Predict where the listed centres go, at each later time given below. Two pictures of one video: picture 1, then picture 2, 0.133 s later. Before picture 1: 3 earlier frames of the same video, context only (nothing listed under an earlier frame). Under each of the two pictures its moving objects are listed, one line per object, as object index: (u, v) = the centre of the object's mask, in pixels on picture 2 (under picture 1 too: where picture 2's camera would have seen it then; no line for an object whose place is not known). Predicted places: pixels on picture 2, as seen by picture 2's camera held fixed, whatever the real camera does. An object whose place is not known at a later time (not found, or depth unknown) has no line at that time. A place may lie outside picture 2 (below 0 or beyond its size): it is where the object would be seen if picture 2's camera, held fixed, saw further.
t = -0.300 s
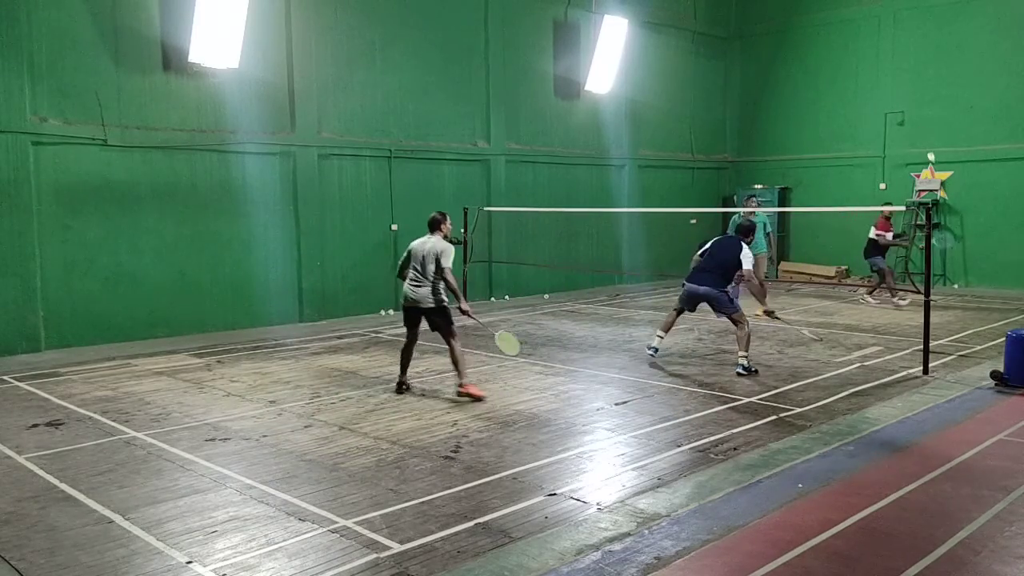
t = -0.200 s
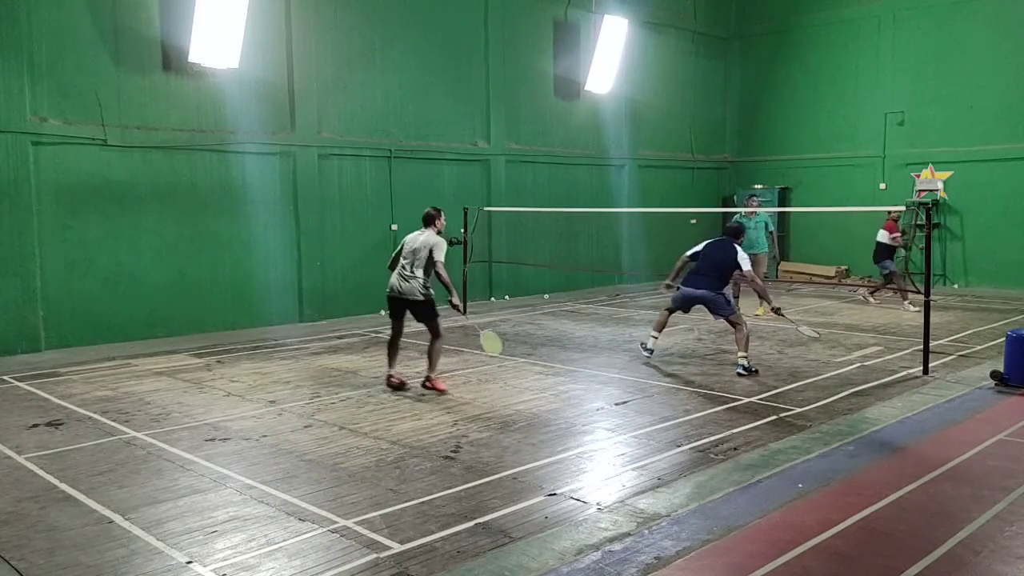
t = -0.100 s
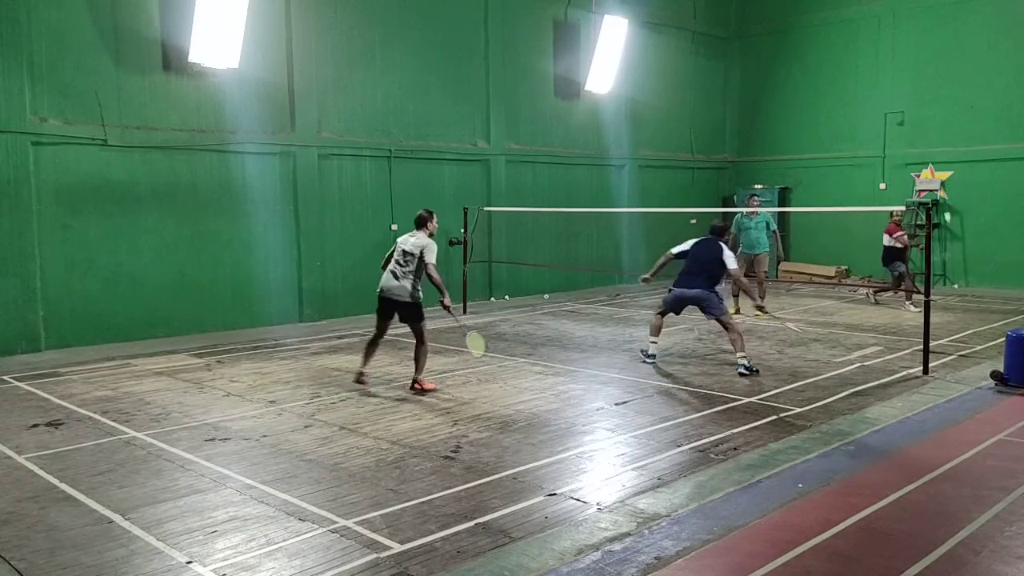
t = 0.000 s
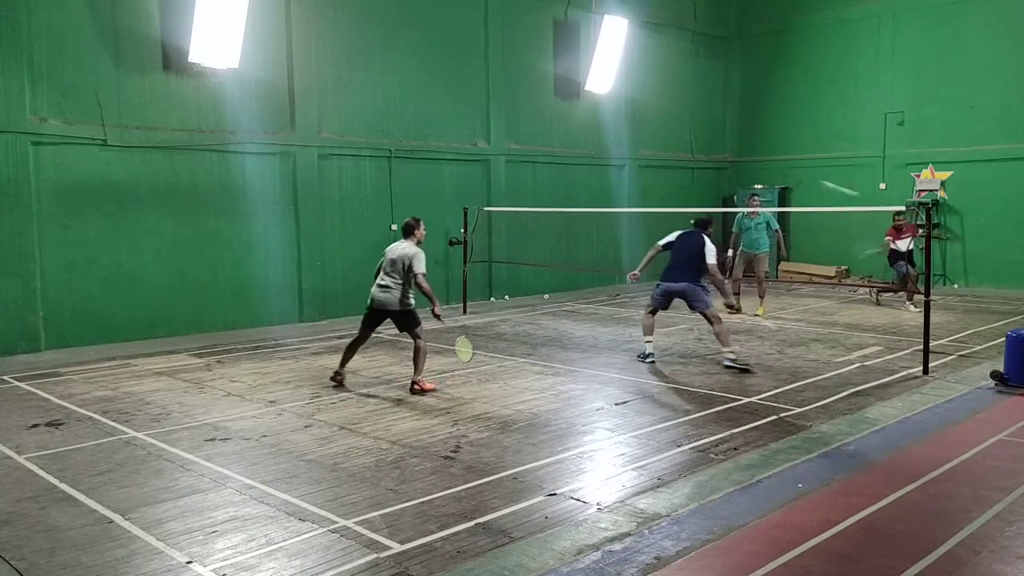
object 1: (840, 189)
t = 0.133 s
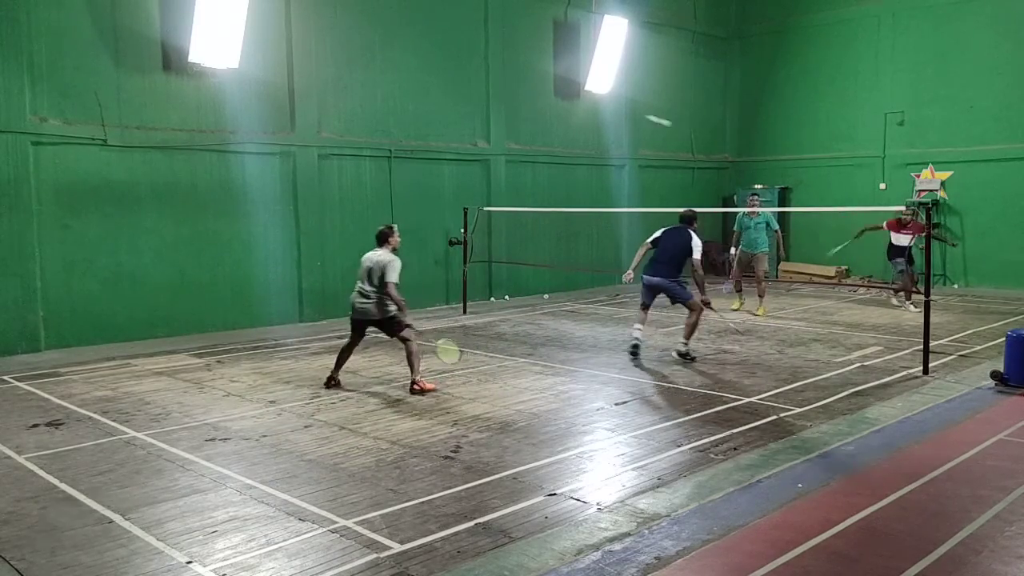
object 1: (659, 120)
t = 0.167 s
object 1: (626, 110)
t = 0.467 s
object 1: (388, 69)
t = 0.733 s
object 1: (239, 104)
